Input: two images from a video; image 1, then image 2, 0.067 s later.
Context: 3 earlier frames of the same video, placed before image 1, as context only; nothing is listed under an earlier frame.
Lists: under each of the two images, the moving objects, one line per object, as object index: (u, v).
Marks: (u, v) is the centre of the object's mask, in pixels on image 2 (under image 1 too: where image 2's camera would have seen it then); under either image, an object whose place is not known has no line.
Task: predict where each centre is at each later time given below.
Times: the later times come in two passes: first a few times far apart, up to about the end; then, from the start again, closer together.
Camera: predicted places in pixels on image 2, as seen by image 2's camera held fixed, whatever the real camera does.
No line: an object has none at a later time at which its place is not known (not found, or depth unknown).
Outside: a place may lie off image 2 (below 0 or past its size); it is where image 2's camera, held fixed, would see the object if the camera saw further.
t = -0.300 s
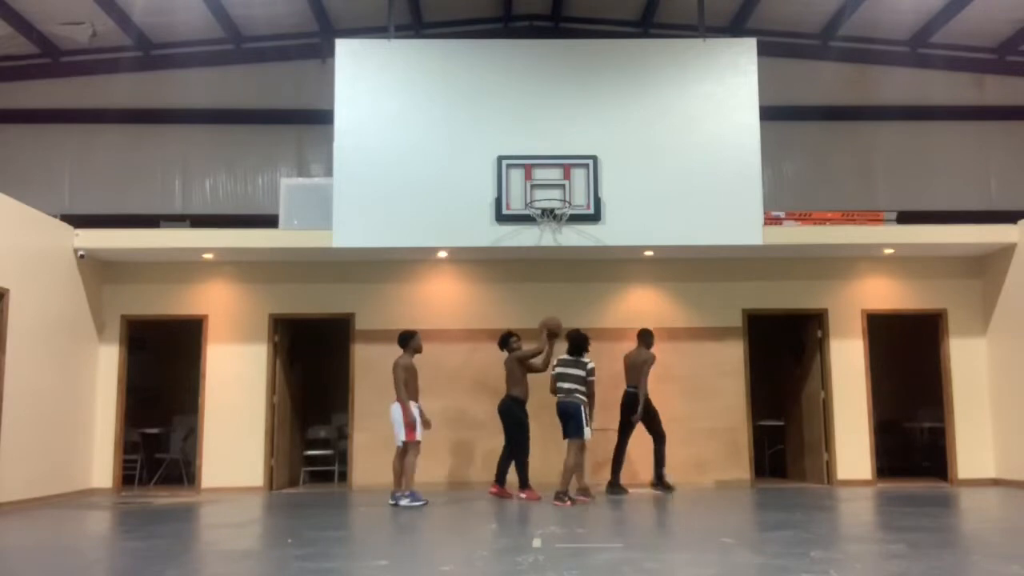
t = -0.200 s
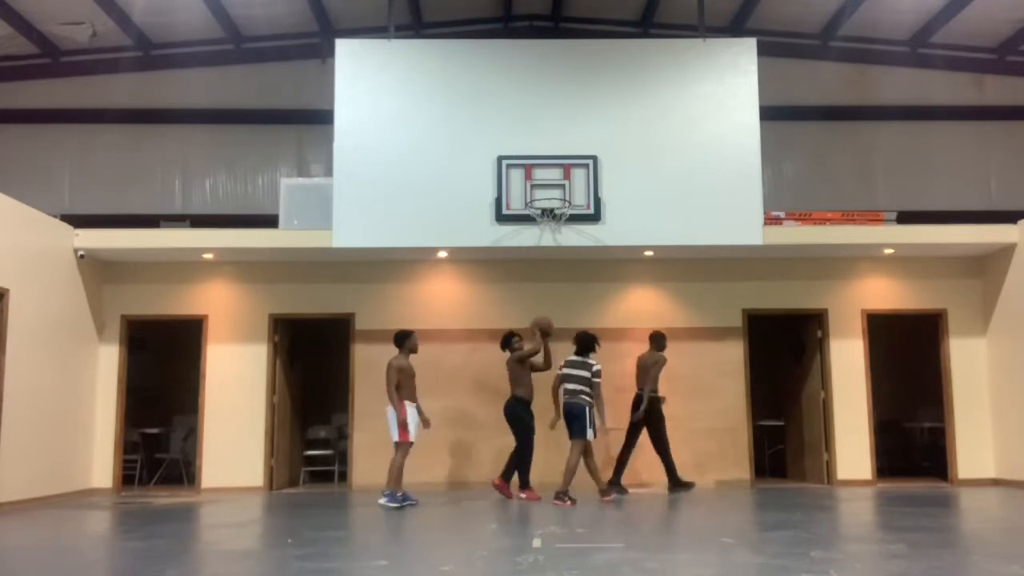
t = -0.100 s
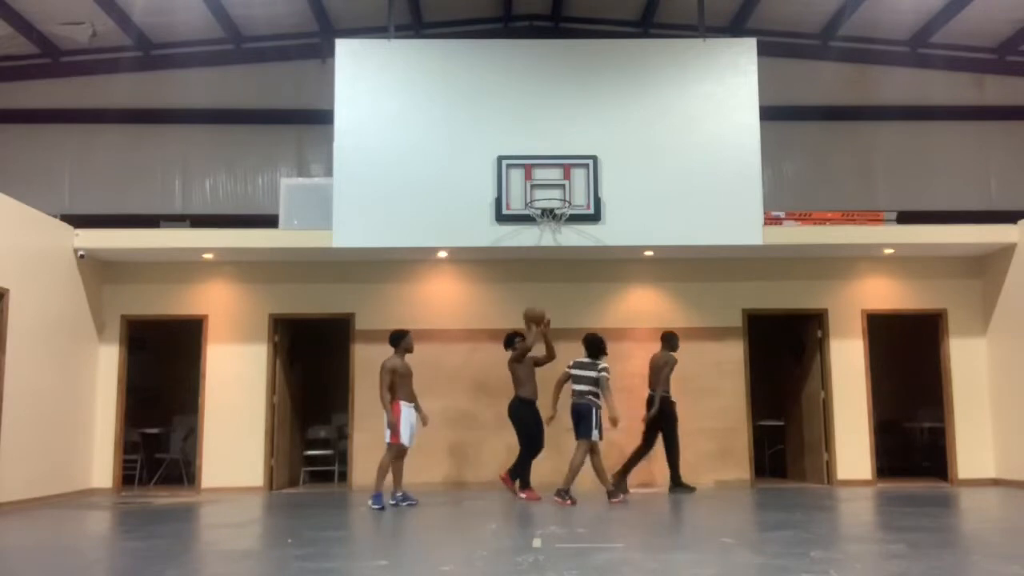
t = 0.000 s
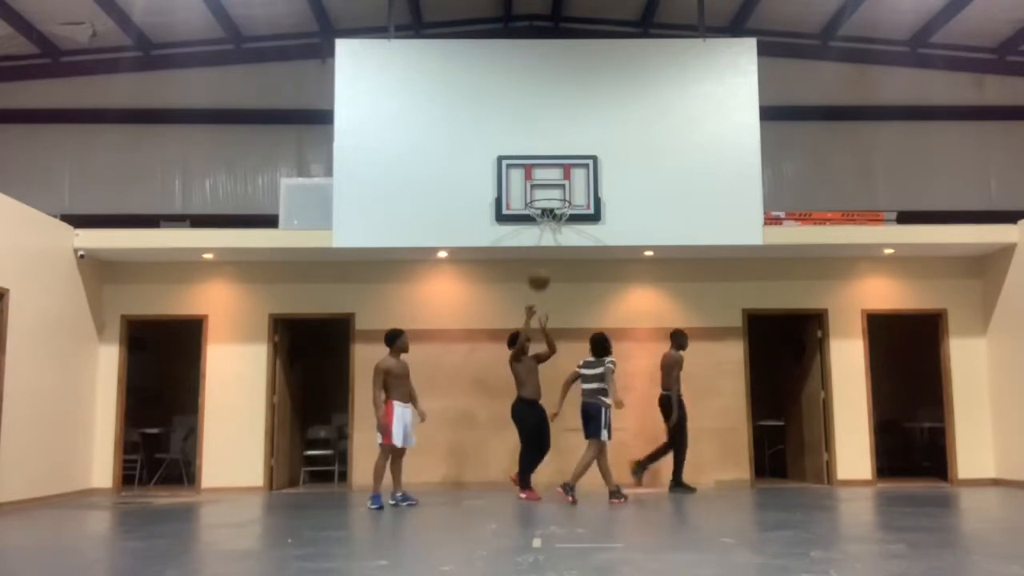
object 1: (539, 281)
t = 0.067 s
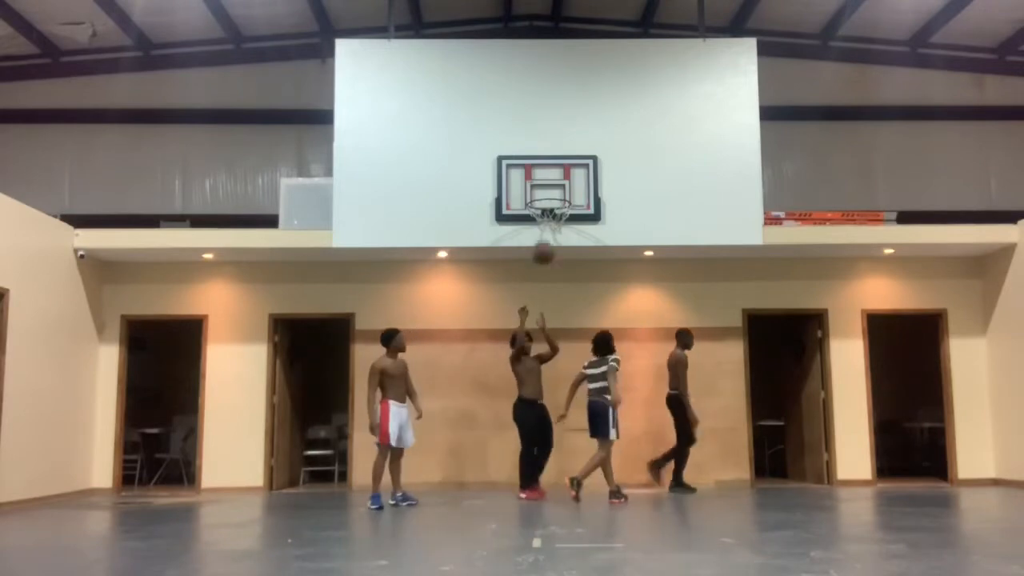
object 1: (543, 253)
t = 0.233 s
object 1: (555, 202)
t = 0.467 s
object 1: (575, 170)
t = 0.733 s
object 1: (605, 208)
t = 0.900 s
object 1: (629, 290)
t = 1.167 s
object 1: (682, 529)
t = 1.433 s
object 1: (696, 338)
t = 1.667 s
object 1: (713, 260)
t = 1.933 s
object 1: (741, 294)
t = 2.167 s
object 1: (779, 467)
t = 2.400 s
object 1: (813, 471)
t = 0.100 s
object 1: (545, 241)
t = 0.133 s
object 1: (548, 229)
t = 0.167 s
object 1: (550, 220)
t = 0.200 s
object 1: (552, 209)
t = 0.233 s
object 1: (555, 202)
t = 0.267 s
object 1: (558, 193)
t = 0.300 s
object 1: (561, 188)
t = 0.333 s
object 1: (563, 181)
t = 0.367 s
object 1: (566, 177)
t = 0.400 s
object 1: (569, 174)
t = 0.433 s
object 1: (573, 171)
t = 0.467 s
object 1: (575, 170)
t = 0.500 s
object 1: (578, 170)
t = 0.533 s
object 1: (583, 171)
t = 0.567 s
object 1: (586, 173)
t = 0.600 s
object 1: (589, 177)
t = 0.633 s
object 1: (593, 182)
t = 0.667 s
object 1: (597, 189)
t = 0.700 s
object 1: (601, 198)
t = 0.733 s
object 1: (605, 208)
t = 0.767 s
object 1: (610, 220)
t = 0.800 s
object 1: (614, 234)
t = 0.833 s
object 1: (619, 251)
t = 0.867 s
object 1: (624, 271)
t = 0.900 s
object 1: (629, 290)
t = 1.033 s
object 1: (654, 398)
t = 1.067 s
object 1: (661, 430)
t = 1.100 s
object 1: (668, 469)
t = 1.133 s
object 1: (676, 515)
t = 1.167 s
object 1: (682, 529)
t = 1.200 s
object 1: (683, 500)
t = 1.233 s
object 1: (684, 471)
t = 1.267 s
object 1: (686, 444)
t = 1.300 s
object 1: (688, 420)
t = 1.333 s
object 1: (689, 395)
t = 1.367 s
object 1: (691, 375)
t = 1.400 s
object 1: (692, 353)
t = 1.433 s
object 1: (696, 338)
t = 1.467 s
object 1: (697, 320)
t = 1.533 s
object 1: (702, 292)
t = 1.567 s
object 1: (704, 281)
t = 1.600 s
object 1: (707, 273)
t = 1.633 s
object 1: (710, 266)
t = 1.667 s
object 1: (713, 260)
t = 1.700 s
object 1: (715, 256)
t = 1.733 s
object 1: (719, 255)
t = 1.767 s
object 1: (722, 256)
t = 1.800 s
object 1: (725, 259)
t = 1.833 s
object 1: (729, 265)
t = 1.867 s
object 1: (734, 272)
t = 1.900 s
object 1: (737, 282)
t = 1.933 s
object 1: (741, 294)
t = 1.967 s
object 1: (747, 310)
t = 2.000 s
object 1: (752, 329)
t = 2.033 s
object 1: (756, 349)
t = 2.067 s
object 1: (763, 373)
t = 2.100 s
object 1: (768, 402)
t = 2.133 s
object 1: (774, 433)
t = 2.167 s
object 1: (779, 467)
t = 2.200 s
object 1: (786, 505)
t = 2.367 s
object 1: (809, 496)
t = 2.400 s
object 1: (813, 471)
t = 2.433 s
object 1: (816, 451)
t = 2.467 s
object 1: (821, 430)
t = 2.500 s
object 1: (826, 413)
